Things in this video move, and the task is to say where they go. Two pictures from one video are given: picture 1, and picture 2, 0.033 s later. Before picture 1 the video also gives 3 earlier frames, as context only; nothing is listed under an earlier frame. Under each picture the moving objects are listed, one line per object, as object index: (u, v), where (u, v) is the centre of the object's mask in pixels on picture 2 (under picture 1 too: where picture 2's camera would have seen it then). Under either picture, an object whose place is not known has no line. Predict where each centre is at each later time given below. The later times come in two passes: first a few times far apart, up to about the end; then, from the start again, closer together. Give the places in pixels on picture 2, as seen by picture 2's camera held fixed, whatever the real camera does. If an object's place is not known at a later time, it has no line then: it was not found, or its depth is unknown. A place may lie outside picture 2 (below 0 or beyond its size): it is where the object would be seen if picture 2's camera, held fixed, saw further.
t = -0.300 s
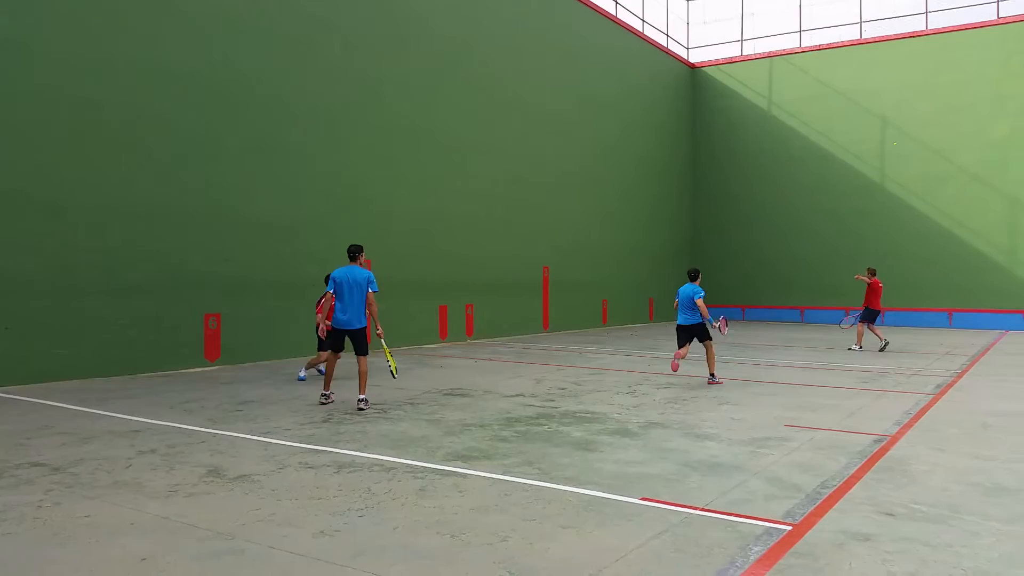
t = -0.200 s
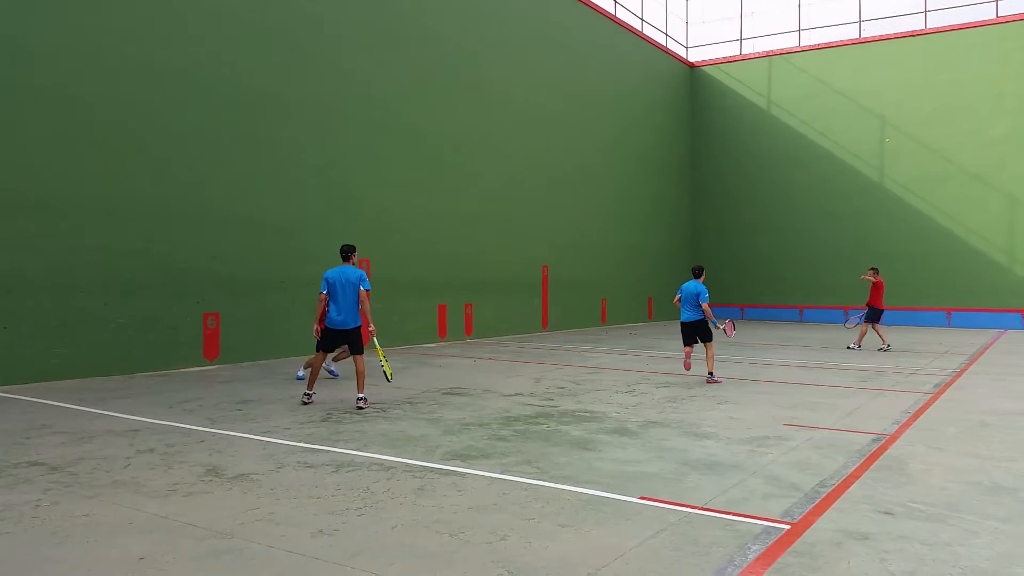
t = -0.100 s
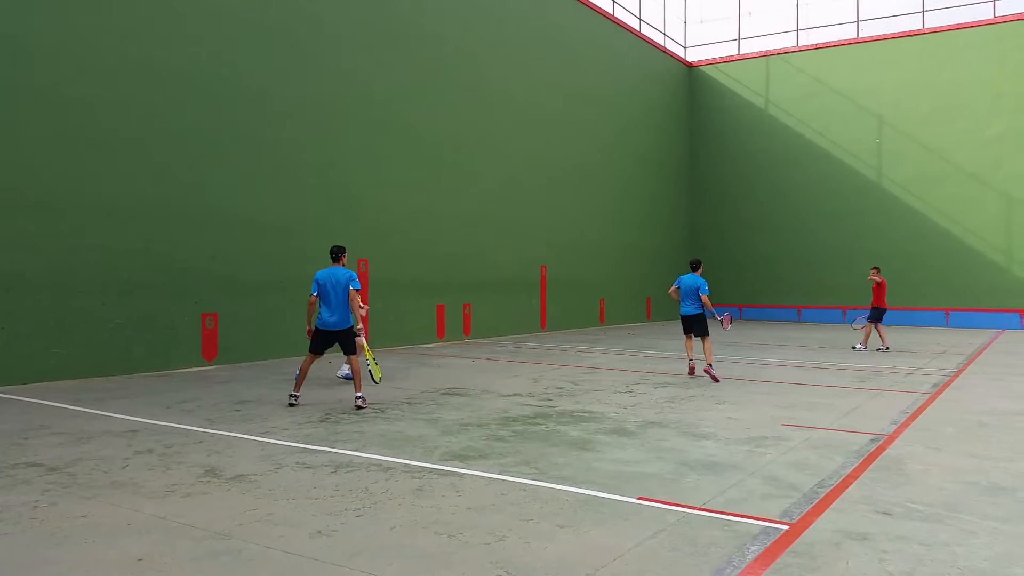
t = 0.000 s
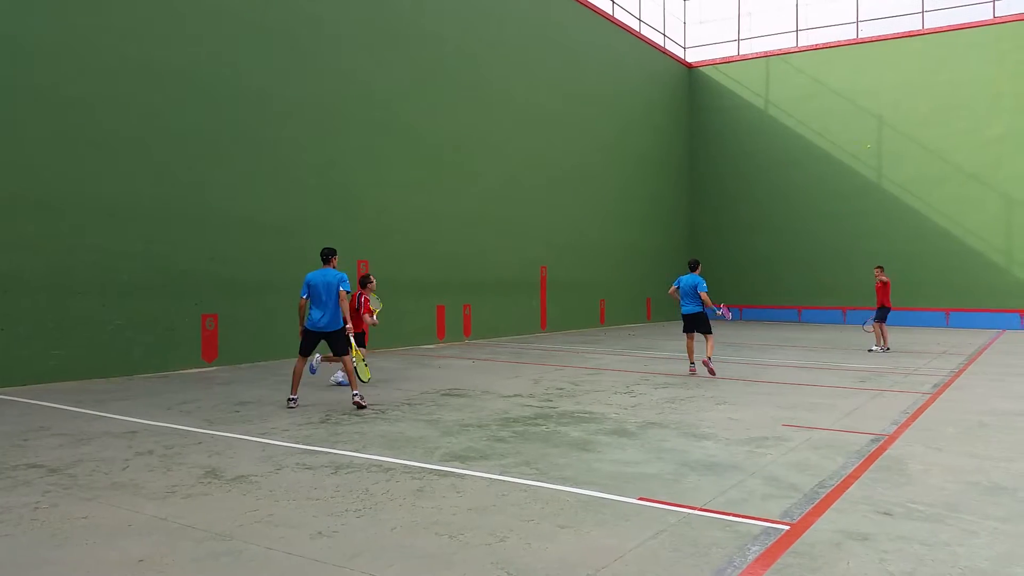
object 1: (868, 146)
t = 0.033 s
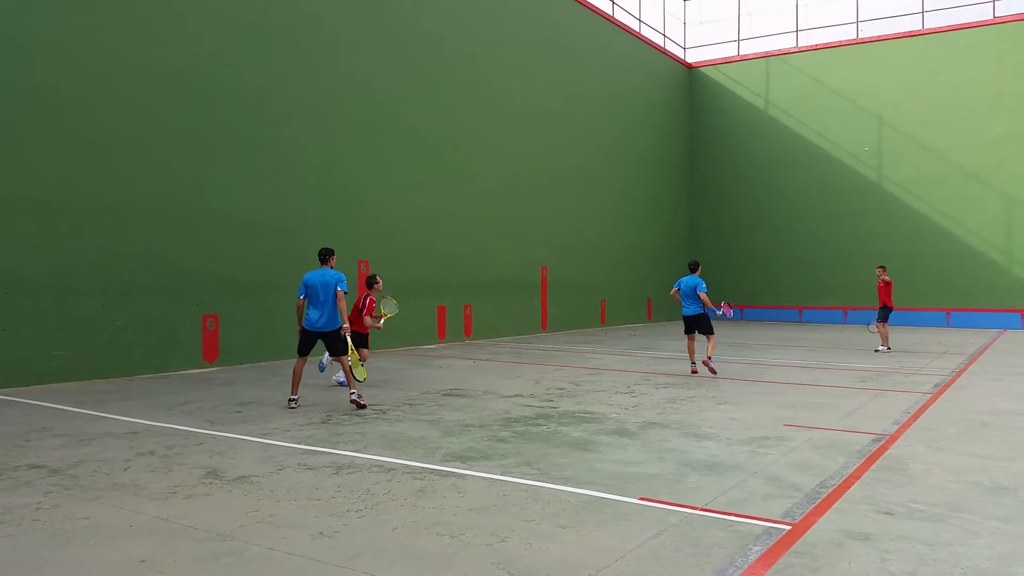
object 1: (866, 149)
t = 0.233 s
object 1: (845, 179)
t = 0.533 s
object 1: (801, 284)
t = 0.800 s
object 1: (752, 329)
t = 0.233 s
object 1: (845, 179)
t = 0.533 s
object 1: (801, 284)
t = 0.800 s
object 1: (752, 329)
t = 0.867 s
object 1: (740, 296)
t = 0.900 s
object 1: (733, 279)
